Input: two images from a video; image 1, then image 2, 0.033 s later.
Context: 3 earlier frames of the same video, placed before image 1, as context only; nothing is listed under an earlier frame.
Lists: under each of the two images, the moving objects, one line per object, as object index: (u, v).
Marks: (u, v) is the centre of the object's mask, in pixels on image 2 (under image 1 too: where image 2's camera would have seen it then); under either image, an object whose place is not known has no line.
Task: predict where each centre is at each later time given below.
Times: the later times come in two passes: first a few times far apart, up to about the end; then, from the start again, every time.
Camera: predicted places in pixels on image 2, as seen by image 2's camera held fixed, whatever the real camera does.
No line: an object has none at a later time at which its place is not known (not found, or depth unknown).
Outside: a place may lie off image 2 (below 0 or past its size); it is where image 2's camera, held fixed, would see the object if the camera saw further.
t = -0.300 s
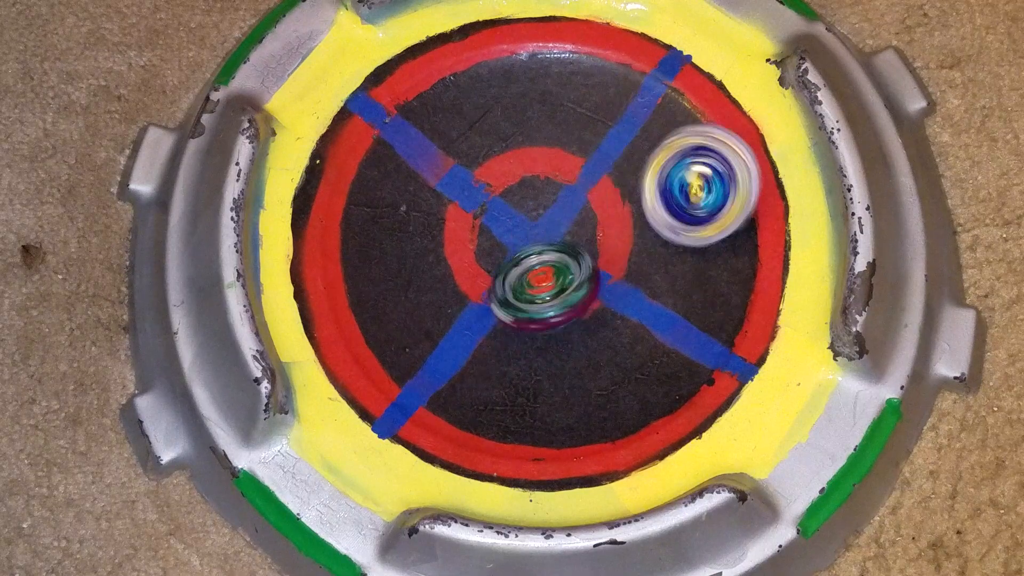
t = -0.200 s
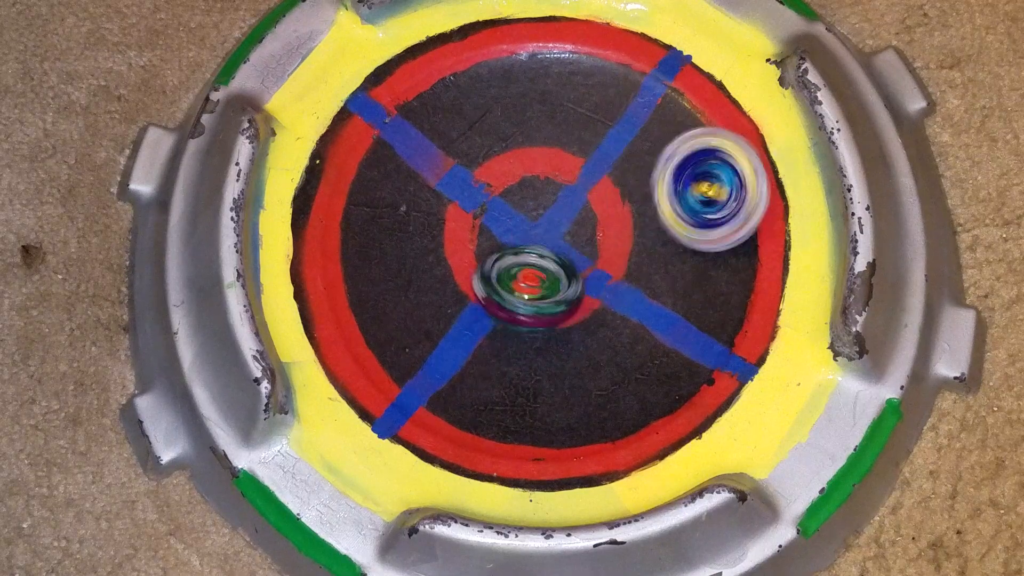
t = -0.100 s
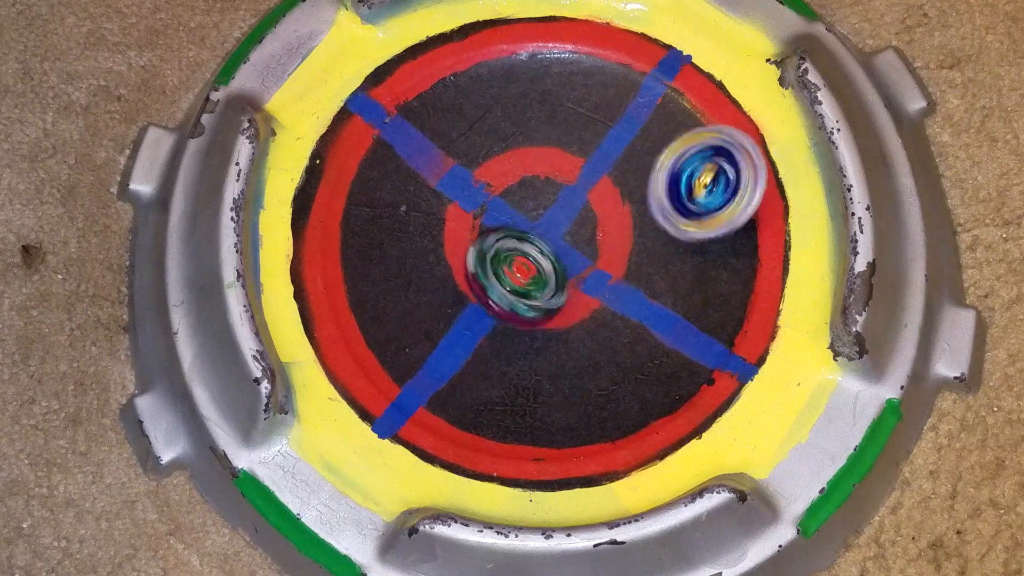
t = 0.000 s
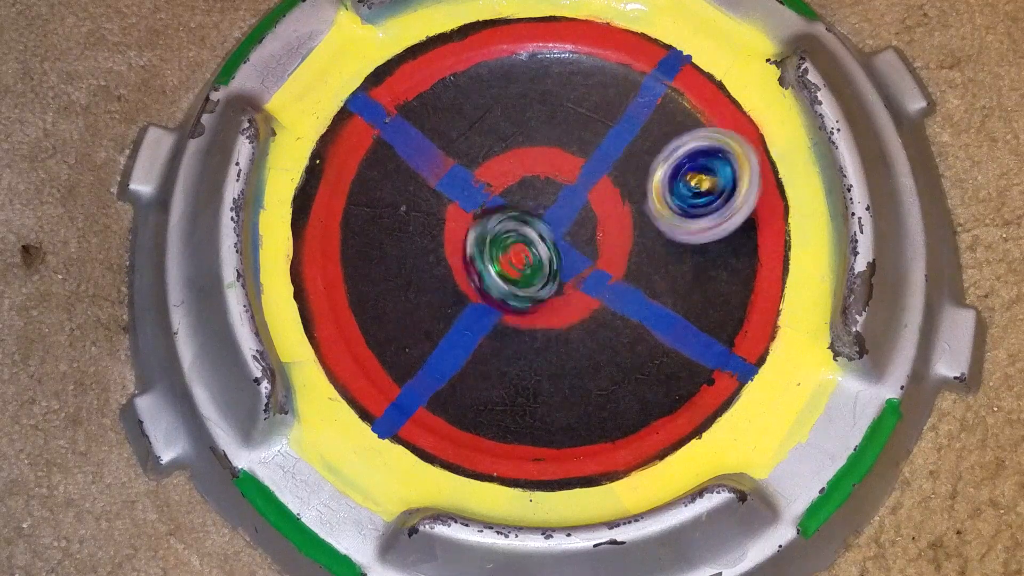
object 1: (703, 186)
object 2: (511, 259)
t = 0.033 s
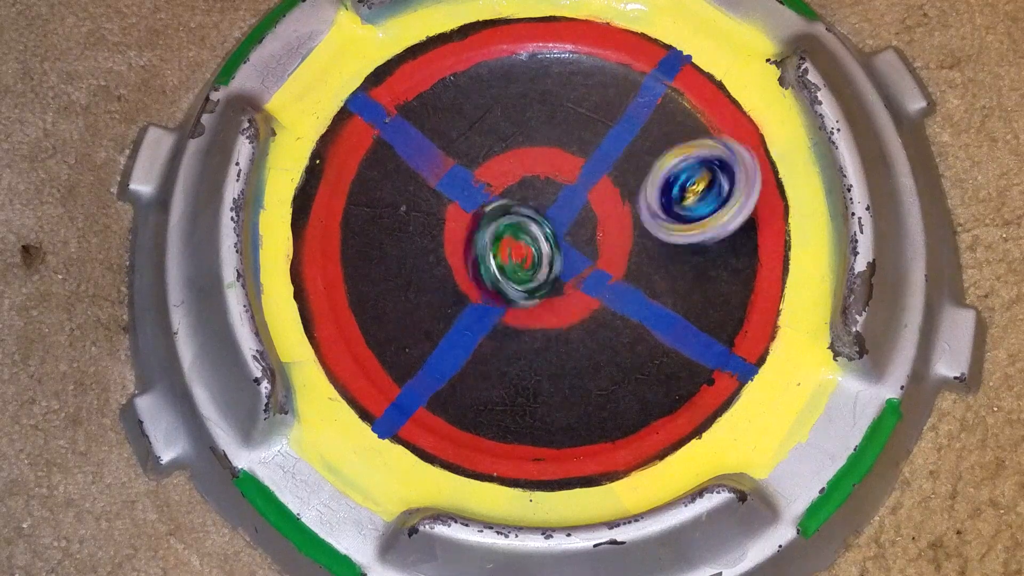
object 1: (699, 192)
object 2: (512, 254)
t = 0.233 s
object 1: (636, 272)
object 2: (536, 227)
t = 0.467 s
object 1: (617, 410)
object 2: (518, 212)
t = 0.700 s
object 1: (631, 380)
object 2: (524, 214)
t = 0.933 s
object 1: (539, 322)
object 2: (524, 214)
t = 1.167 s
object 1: (448, 316)
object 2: (524, 215)
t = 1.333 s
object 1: (452, 322)
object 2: (524, 215)
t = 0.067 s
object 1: (691, 200)
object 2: (515, 247)
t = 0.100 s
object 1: (684, 207)
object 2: (519, 241)
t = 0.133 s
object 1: (672, 219)
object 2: (524, 238)
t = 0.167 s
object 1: (662, 233)
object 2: (526, 233)
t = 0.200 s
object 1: (646, 250)
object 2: (533, 231)
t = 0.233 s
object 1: (636, 272)
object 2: (536, 227)
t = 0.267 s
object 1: (626, 299)
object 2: (529, 217)
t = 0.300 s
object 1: (617, 323)
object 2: (525, 210)
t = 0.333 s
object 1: (615, 345)
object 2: (521, 208)
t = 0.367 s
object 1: (613, 369)
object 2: (515, 206)
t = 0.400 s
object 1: (613, 385)
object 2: (514, 208)
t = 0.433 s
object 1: (615, 399)
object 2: (515, 209)
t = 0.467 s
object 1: (617, 410)
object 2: (518, 212)
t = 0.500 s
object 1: (618, 410)
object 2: (521, 213)
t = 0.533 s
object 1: (621, 404)
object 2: (524, 215)
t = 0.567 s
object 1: (625, 396)
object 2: (524, 216)
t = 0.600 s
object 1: (632, 388)
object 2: (525, 215)
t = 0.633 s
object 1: (638, 384)
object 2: (525, 215)
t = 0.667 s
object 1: (639, 382)
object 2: (524, 214)
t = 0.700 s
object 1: (631, 380)
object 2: (524, 214)
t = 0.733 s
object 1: (622, 374)
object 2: (525, 215)
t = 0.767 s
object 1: (614, 363)
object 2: (525, 214)
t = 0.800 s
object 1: (607, 356)
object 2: (524, 214)
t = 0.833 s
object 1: (593, 349)
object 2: (525, 214)
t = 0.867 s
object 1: (573, 340)
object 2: (524, 214)
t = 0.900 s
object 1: (556, 328)
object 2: (524, 214)
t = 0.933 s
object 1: (539, 322)
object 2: (524, 214)
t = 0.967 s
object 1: (519, 318)
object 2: (524, 214)
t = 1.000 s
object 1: (499, 314)
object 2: (524, 214)
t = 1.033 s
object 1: (482, 310)
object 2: (524, 214)
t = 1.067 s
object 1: (469, 310)
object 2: (524, 214)
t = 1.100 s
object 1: (460, 312)
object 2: (524, 215)
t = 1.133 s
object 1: (453, 314)
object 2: (524, 215)
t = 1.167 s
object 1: (448, 316)
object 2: (524, 215)
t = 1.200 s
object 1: (444, 320)
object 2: (524, 215)
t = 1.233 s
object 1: (442, 323)
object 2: (524, 215)
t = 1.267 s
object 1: (443, 323)
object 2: (524, 215)
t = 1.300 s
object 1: (447, 322)
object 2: (524, 215)
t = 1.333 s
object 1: (452, 322)
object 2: (524, 215)
